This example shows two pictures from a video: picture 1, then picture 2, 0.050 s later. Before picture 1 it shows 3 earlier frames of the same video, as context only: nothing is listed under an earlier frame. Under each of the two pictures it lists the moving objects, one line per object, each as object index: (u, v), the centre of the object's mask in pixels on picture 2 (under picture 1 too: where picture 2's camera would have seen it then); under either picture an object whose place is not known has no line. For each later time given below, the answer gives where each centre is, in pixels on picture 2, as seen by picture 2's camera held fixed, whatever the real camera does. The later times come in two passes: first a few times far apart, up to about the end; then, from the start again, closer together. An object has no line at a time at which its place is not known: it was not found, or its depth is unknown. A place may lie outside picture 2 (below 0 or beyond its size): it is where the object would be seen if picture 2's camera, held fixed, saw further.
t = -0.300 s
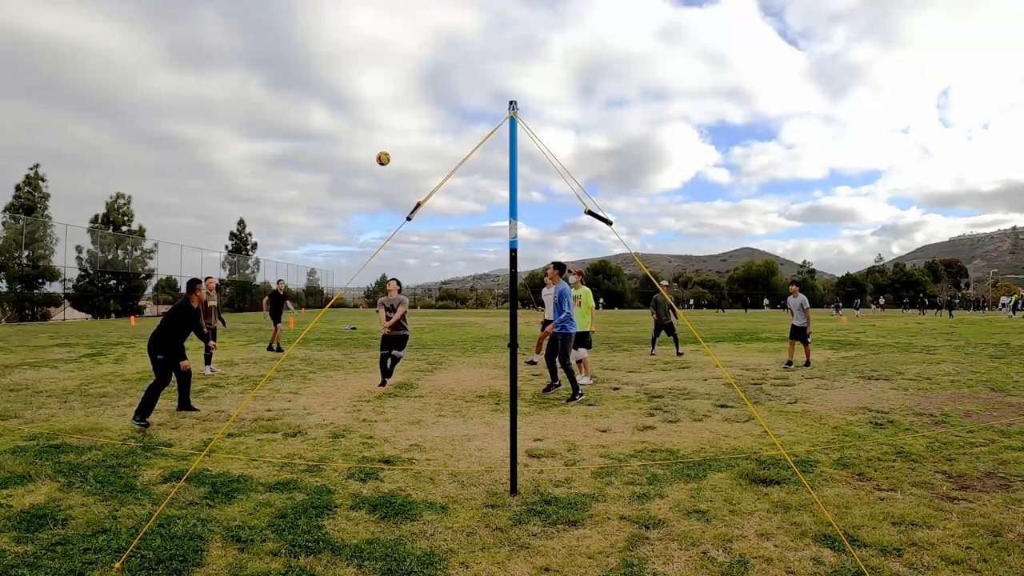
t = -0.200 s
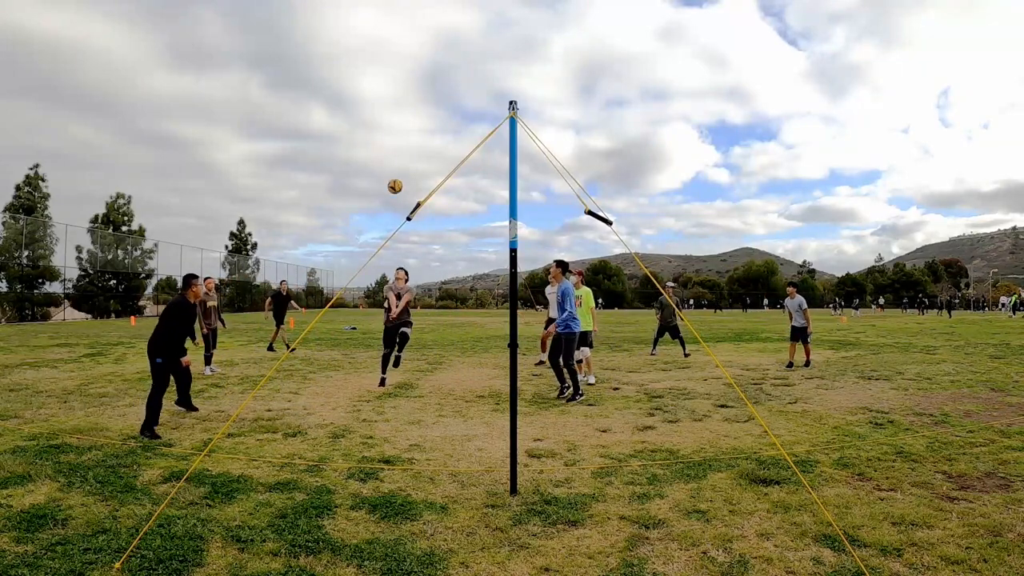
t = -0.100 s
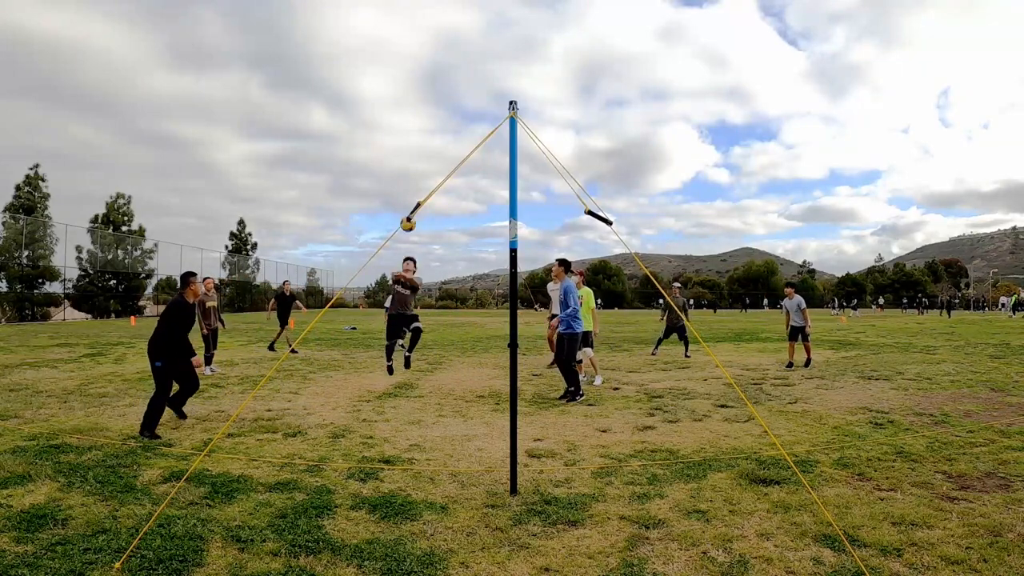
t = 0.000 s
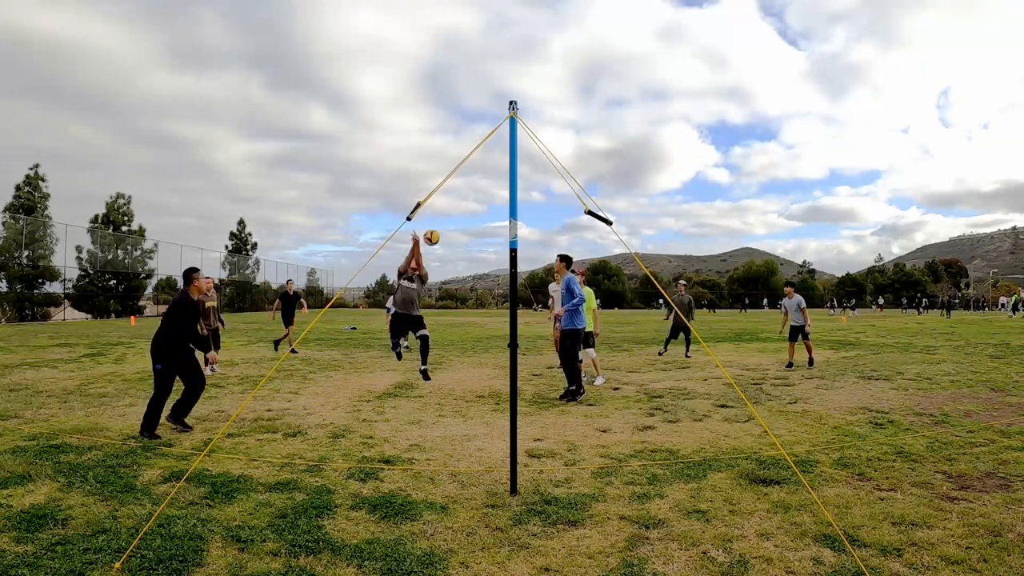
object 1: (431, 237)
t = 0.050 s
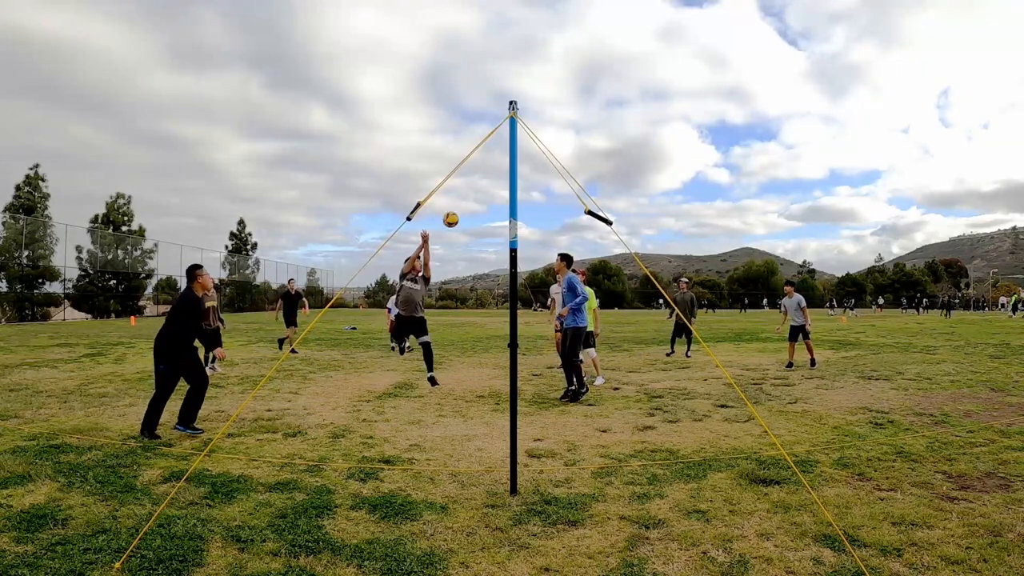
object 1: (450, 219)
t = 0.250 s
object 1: (522, 173)
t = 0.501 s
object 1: (593, 161)
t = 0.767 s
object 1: (657, 191)
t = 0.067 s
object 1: (457, 214)
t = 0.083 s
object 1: (463, 209)
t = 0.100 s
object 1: (469, 204)
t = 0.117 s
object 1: (475, 199)
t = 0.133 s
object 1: (481, 195)
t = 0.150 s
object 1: (487, 191)
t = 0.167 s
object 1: (493, 188)
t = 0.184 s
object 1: (498, 184)
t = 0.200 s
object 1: (503, 181)
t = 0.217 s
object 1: (506, 178)
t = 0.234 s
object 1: (520, 175)
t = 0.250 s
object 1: (522, 173)
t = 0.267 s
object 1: (526, 171)
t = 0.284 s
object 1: (531, 169)
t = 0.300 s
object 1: (536, 167)
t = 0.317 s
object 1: (541, 165)
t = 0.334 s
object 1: (546, 164)
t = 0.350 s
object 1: (552, 163)
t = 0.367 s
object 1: (556, 162)
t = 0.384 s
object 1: (561, 161)
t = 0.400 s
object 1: (566, 160)
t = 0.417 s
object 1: (571, 160)
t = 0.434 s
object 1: (575, 160)
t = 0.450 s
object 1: (580, 160)
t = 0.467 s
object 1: (584, 160)
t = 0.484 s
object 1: (589, 161)
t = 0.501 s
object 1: (593, 161)
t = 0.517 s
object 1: (597, 162)
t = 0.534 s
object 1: (602, 163)
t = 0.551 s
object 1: (606, 164)
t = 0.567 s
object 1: (610, 165)
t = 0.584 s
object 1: (614, 167)
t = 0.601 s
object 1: (618, 168)
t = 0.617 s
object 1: (622, 170)
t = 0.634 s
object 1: (627, 172)
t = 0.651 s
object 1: (630, 174)
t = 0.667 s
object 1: (634, 176)
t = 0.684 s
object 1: (638, 178)
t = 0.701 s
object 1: (642, 181)
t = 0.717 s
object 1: (646, 183)
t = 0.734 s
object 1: (649, 186)
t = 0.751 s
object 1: (653, 189)
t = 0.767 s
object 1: (657, 191)
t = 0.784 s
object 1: (660, 195)
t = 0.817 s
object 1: (667, 201)
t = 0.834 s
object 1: (671, 205)
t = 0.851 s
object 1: (674, 208)
